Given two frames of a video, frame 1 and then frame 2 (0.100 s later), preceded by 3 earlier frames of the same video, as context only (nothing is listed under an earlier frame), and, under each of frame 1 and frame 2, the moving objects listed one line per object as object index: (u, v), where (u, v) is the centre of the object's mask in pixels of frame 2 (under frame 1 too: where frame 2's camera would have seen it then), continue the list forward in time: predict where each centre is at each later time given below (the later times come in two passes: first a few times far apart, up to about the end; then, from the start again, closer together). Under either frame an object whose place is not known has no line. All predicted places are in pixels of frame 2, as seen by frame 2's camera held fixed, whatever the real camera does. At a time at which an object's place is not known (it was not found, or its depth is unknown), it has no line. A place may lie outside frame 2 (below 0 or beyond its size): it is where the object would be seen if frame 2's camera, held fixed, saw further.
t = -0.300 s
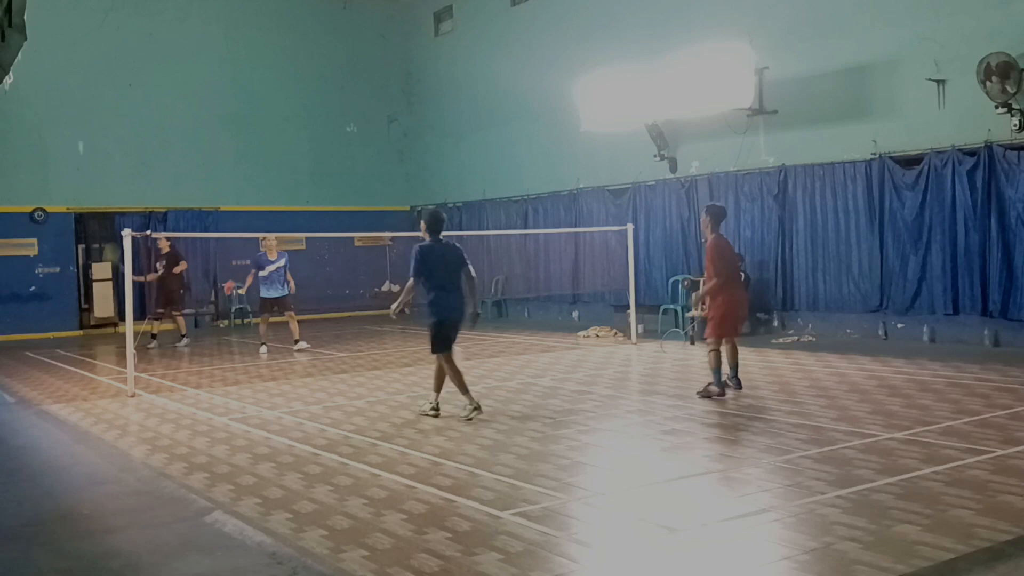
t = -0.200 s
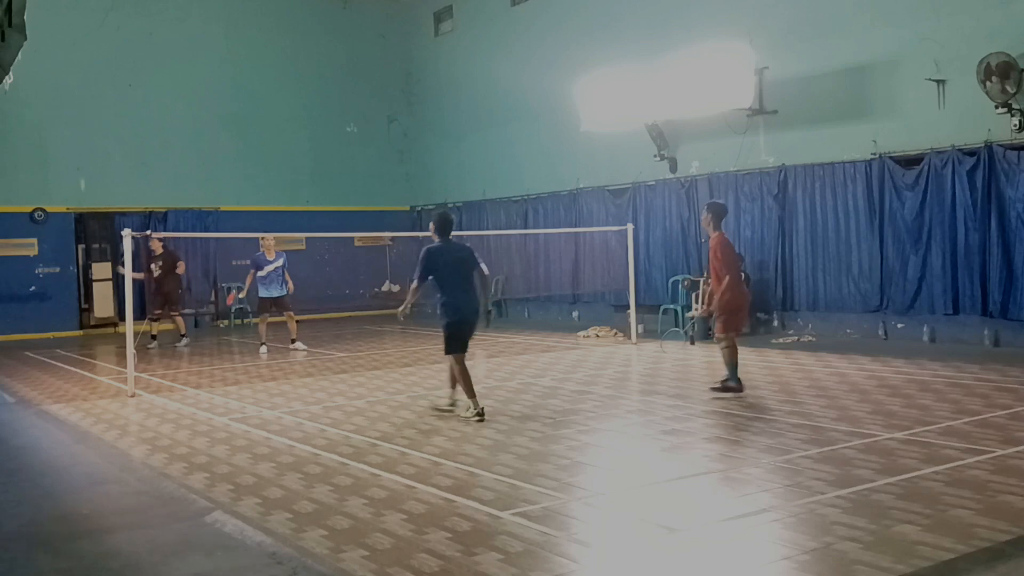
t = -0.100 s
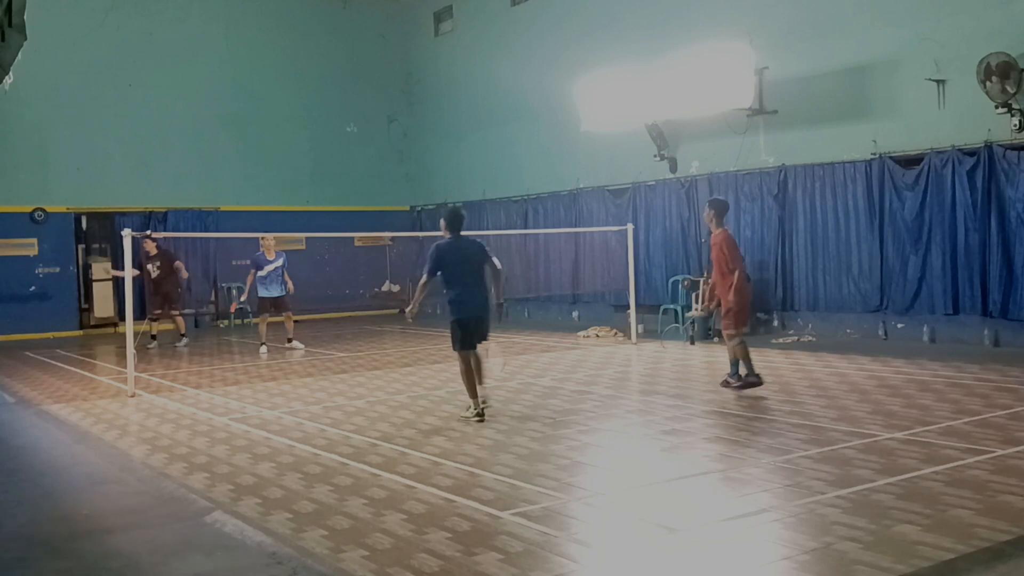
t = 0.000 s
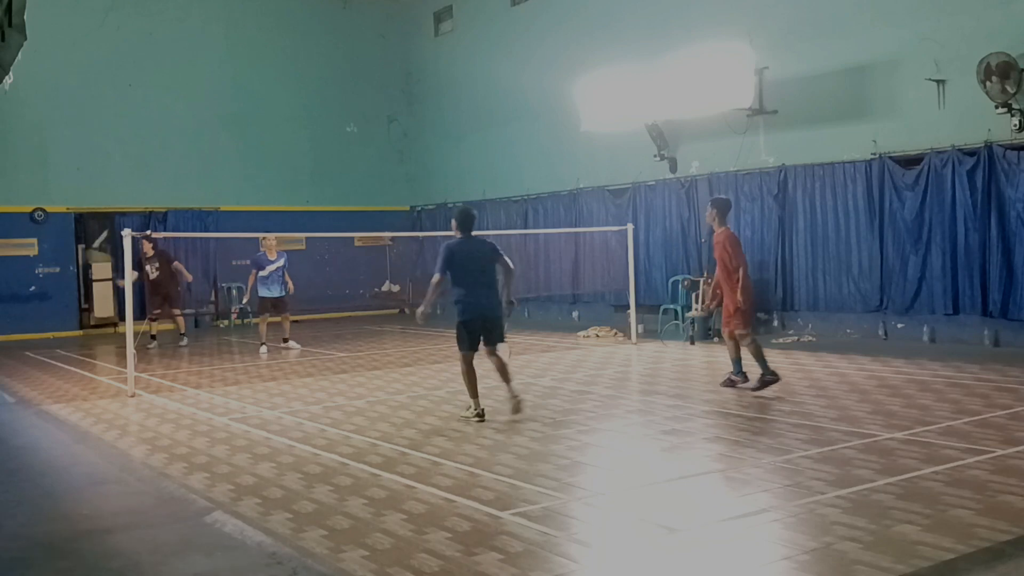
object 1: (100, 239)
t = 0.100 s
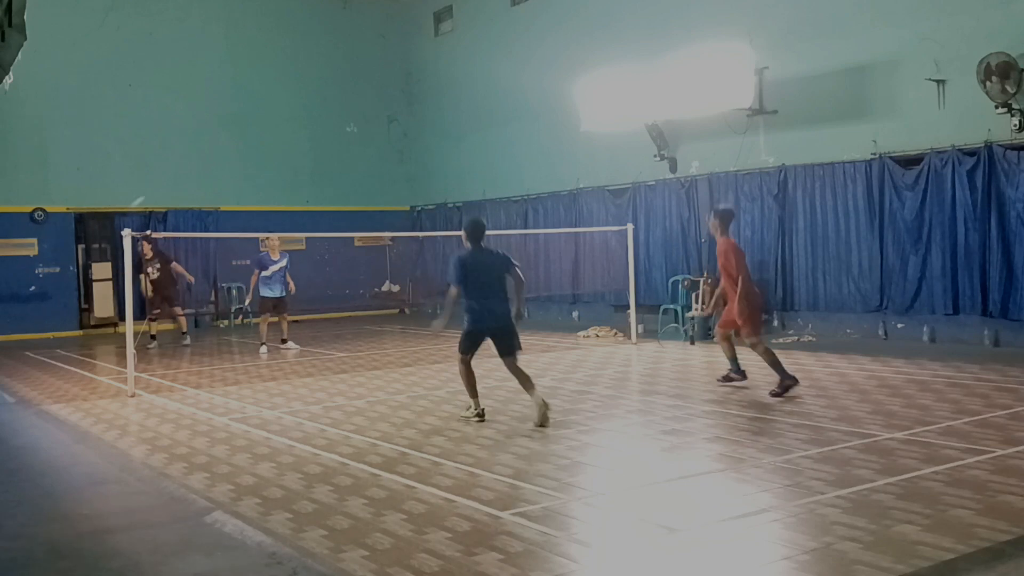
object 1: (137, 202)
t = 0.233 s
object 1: (180, 175)
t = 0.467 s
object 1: (239, 166)
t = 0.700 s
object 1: (289, 203)
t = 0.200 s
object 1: (170, 180)
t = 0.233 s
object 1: (180, 175)
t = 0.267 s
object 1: (189, 170)
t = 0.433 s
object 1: (232, 164)
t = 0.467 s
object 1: (239, 166)
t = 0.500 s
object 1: (247, 168)
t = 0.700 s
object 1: (289, 203)
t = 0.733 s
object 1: (296, 212)
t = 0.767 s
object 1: (302, 221)
